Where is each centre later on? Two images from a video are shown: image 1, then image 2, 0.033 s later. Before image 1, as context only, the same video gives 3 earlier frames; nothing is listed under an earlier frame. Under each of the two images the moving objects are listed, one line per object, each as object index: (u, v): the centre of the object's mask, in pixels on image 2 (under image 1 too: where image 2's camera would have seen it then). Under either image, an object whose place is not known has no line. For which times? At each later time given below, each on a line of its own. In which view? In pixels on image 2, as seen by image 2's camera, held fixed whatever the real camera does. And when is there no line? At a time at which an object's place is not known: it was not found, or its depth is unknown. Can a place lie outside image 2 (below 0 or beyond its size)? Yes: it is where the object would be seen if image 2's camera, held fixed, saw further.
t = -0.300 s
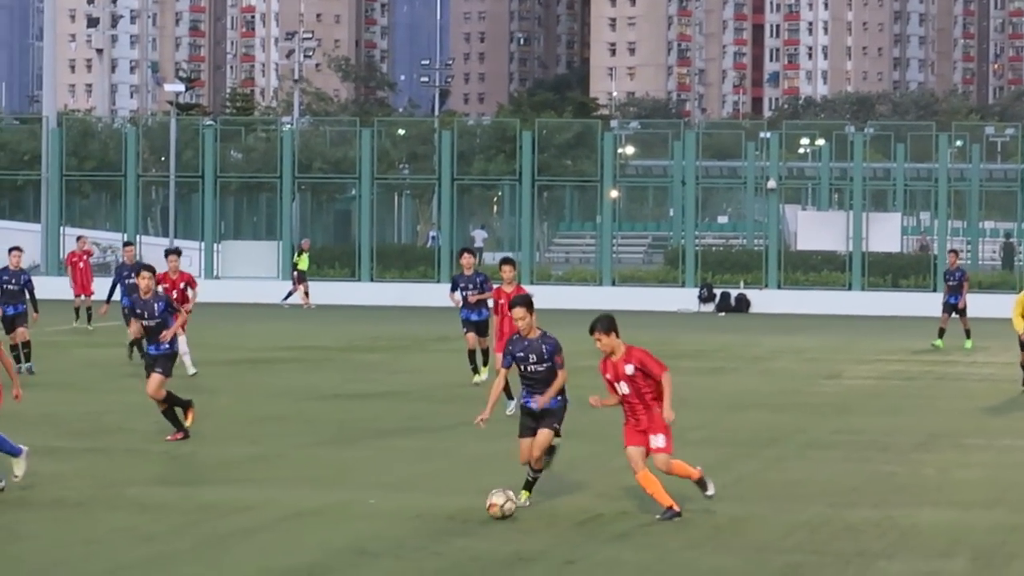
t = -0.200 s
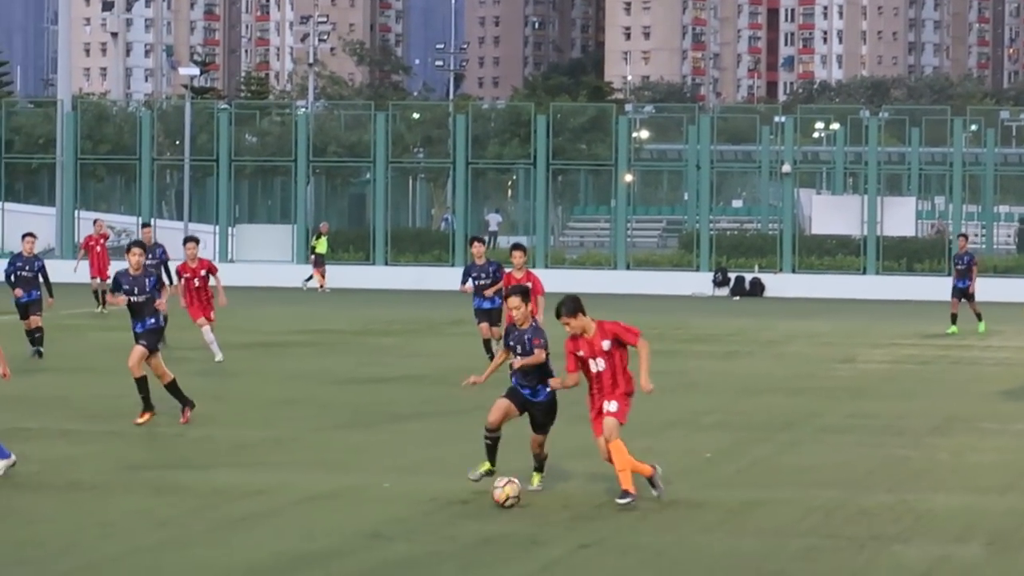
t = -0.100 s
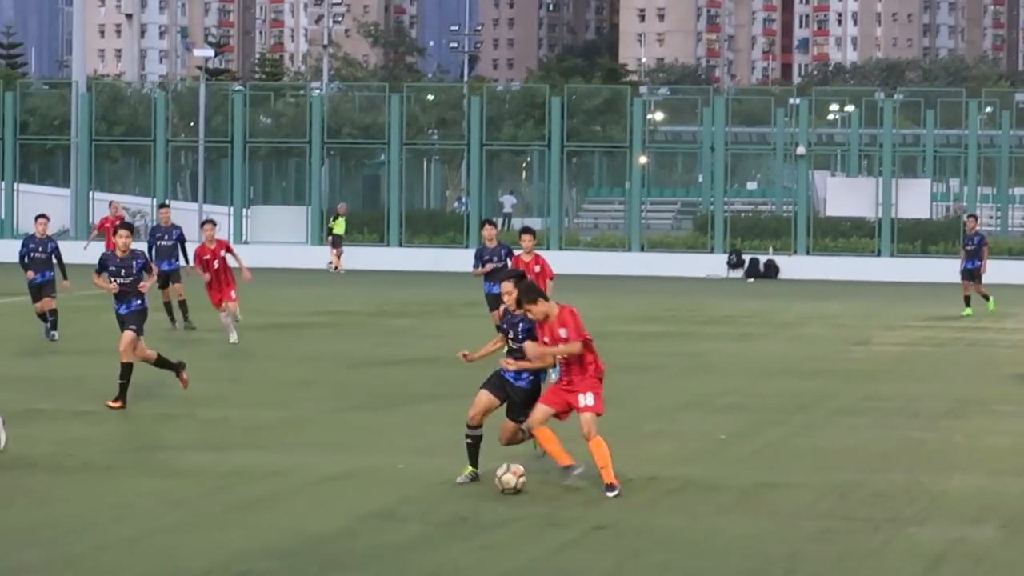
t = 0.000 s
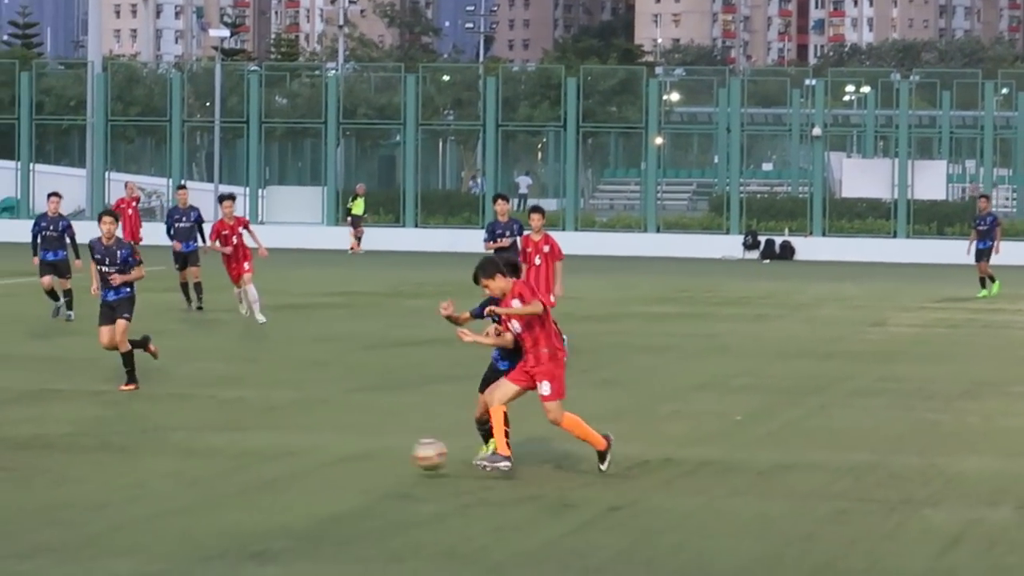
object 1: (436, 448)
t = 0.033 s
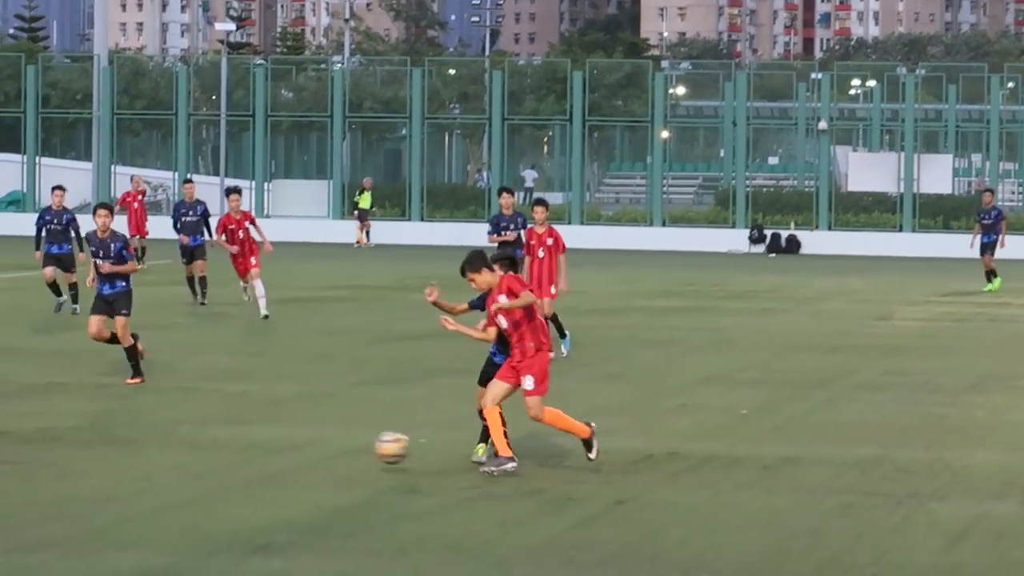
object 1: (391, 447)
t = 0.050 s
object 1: (369, 448)
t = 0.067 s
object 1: (347, 449)
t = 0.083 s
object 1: (325, 450)
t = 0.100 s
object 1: (302, 452)
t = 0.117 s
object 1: (279, 454)
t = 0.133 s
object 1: (256, 457)
